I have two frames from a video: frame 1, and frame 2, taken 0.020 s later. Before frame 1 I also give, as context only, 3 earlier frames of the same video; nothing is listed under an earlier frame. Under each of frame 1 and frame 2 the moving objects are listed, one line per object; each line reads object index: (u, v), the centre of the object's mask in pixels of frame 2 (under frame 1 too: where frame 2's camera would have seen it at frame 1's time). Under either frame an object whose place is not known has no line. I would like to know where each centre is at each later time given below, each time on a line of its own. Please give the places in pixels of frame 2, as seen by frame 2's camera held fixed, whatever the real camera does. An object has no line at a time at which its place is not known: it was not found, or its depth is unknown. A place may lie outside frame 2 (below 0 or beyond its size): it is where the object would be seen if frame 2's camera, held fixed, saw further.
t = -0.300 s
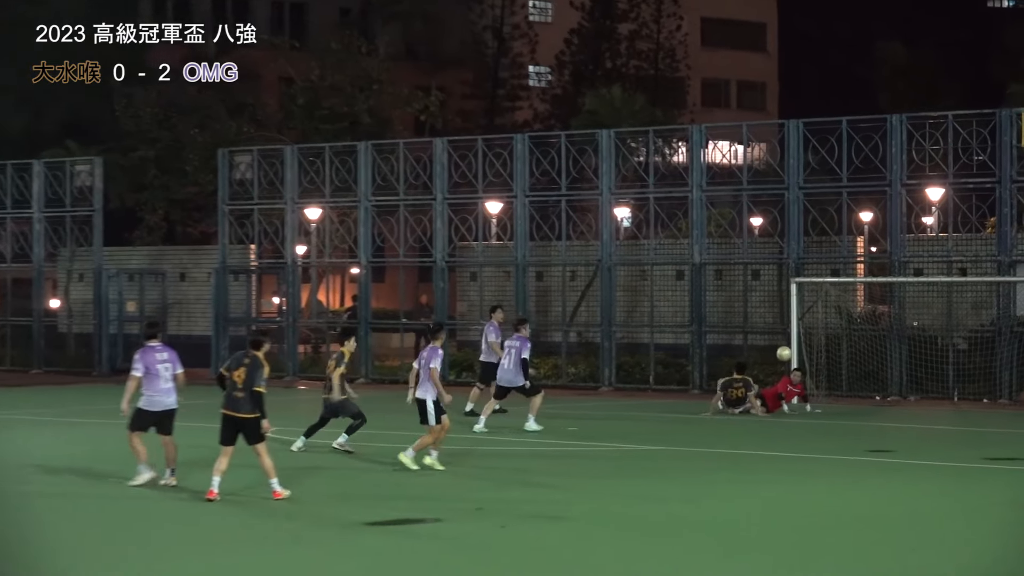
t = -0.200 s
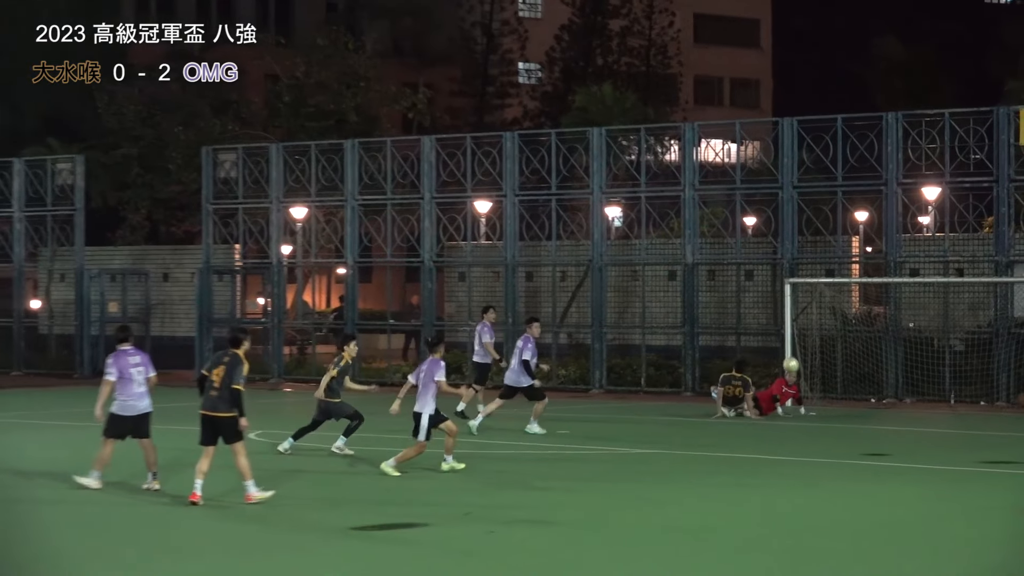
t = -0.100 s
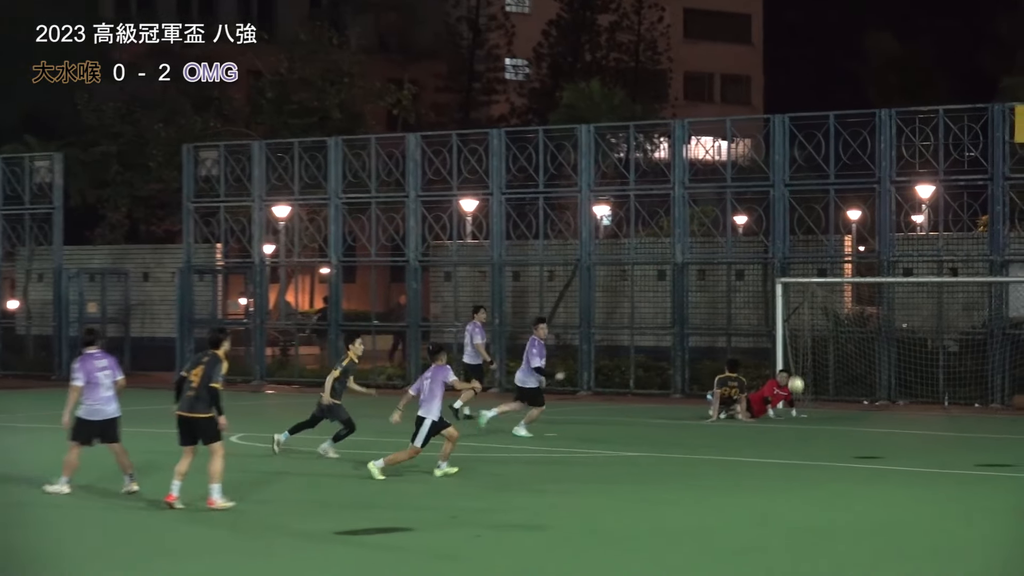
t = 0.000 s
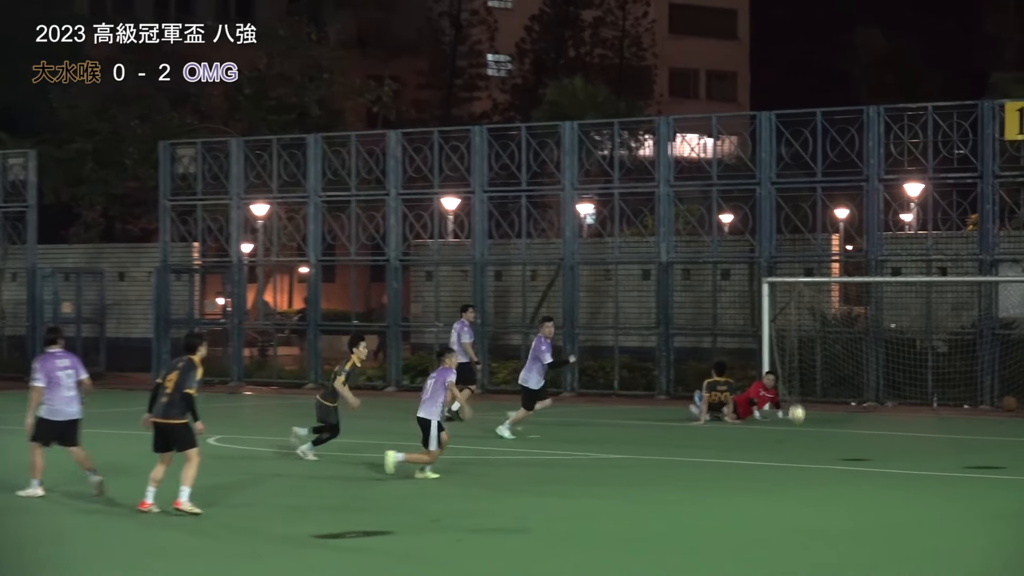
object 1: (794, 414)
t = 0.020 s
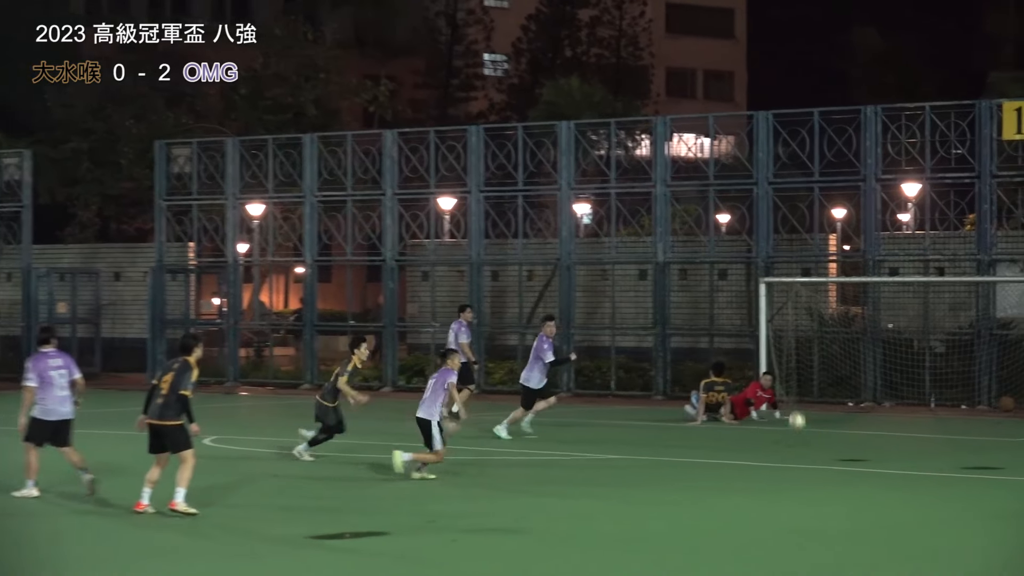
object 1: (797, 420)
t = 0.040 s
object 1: (800, 428)
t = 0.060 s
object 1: (803, 435)
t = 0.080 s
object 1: (806, 441)
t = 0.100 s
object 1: (809, 435)
